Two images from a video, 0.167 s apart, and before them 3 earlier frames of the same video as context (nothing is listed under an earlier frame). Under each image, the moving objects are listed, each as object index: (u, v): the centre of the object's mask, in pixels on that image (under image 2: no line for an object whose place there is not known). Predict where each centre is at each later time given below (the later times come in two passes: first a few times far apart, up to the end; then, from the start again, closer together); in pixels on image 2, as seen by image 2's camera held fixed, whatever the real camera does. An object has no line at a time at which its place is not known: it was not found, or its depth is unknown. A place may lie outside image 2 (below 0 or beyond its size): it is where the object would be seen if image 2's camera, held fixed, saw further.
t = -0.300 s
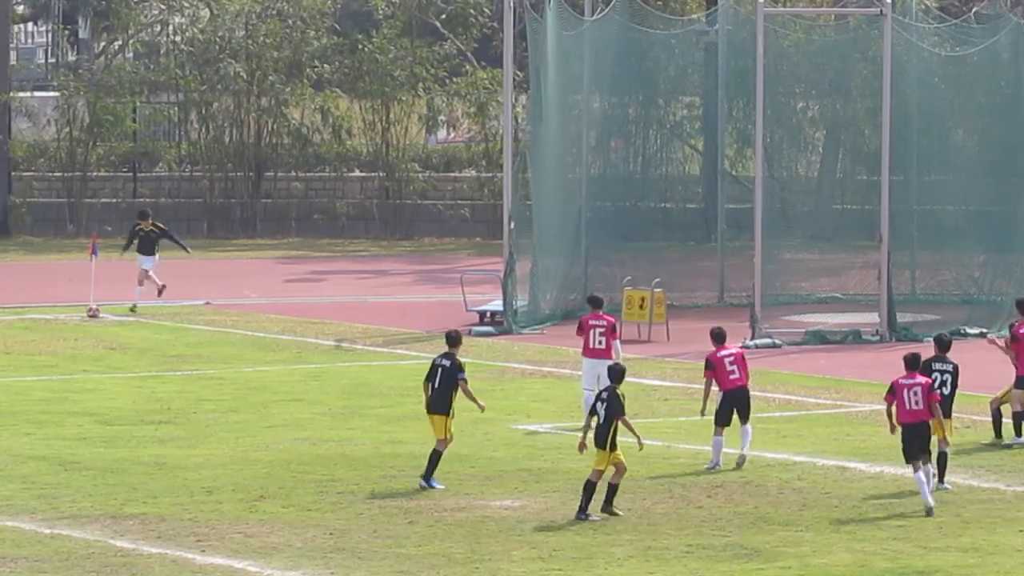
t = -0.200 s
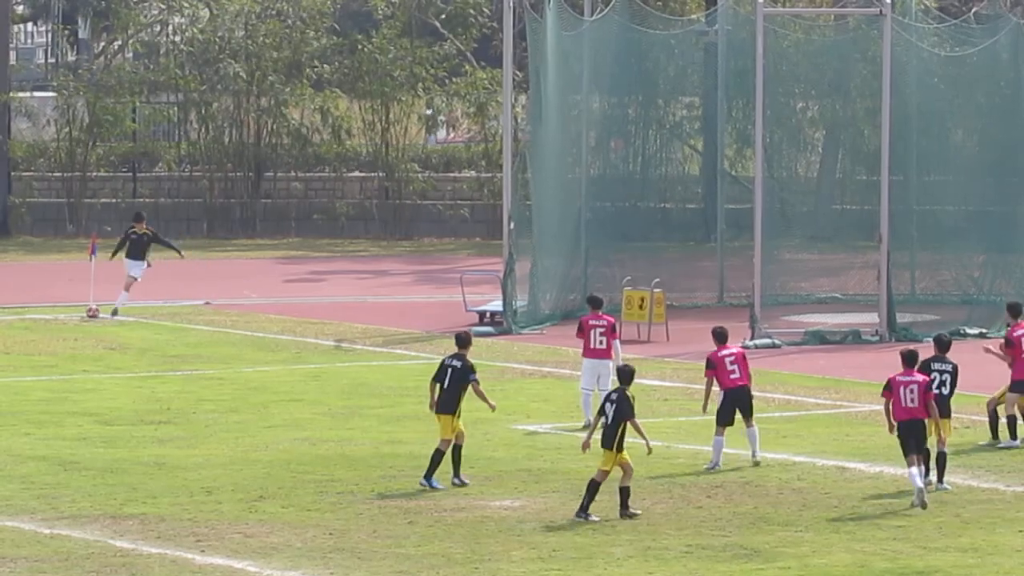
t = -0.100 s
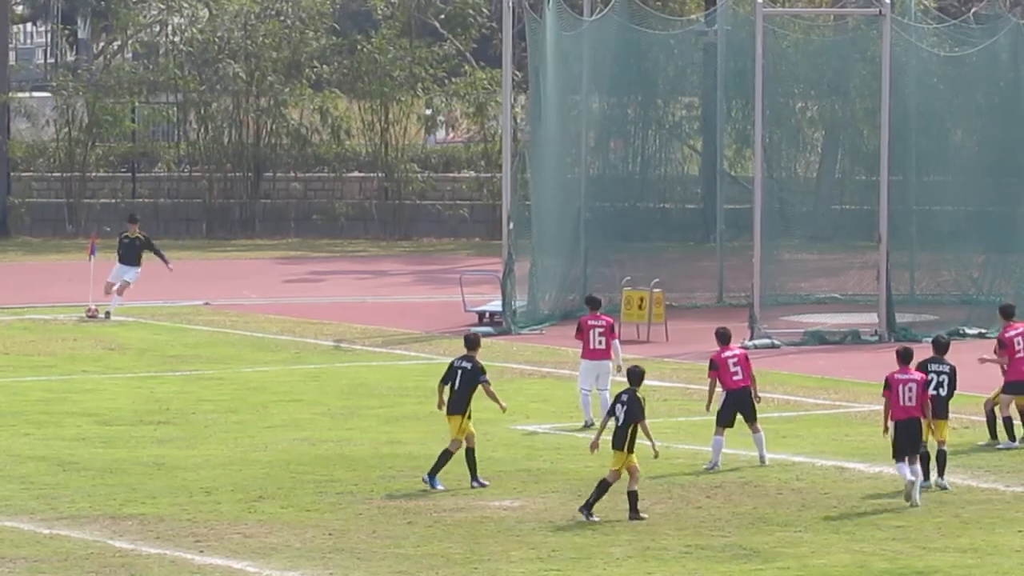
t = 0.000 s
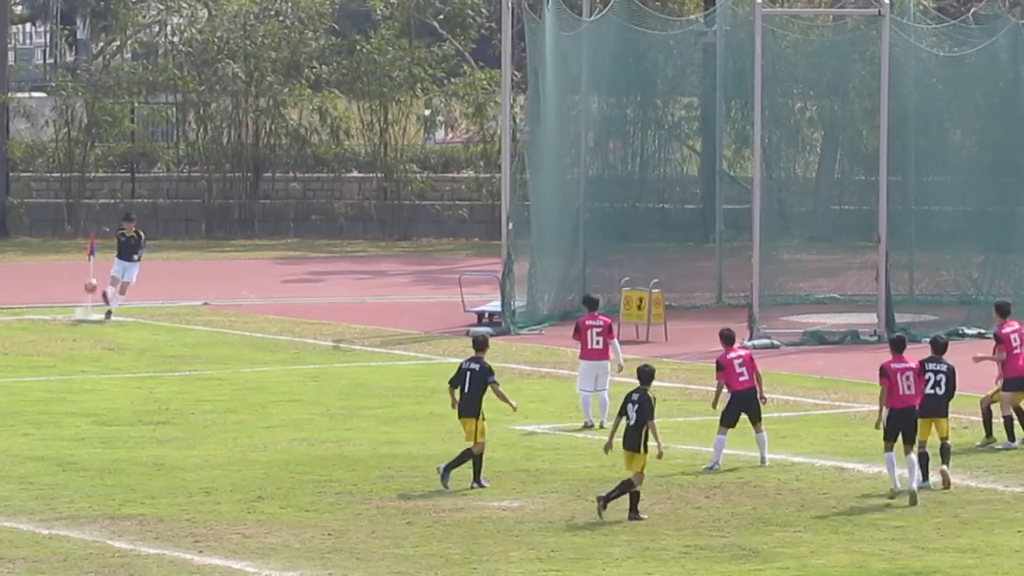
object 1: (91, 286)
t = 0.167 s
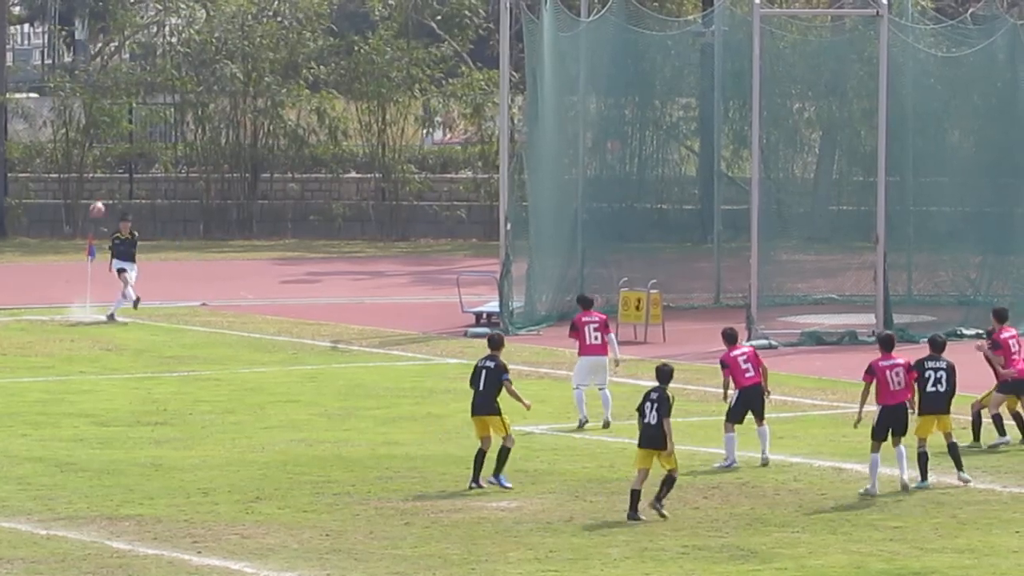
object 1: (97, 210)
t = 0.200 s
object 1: (100, 195)
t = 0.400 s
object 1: (123, 115)
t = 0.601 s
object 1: (157, 55)
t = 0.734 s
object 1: (188, 22)
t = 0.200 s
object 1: (100, 195)
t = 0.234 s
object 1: (102, 181)
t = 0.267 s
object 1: (106, 167)
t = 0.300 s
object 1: (110, 154)
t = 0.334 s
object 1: (113, 140)
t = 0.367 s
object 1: (118, 128)
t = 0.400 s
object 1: (123, 115)
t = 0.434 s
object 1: (128, 105)
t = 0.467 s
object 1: (133, 94)
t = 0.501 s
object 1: (139, 83)
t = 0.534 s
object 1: (145, 73)
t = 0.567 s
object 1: (151, 63)
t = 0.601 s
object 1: (157, 55)
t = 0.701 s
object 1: (178, 30)
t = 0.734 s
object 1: (188, 22)
